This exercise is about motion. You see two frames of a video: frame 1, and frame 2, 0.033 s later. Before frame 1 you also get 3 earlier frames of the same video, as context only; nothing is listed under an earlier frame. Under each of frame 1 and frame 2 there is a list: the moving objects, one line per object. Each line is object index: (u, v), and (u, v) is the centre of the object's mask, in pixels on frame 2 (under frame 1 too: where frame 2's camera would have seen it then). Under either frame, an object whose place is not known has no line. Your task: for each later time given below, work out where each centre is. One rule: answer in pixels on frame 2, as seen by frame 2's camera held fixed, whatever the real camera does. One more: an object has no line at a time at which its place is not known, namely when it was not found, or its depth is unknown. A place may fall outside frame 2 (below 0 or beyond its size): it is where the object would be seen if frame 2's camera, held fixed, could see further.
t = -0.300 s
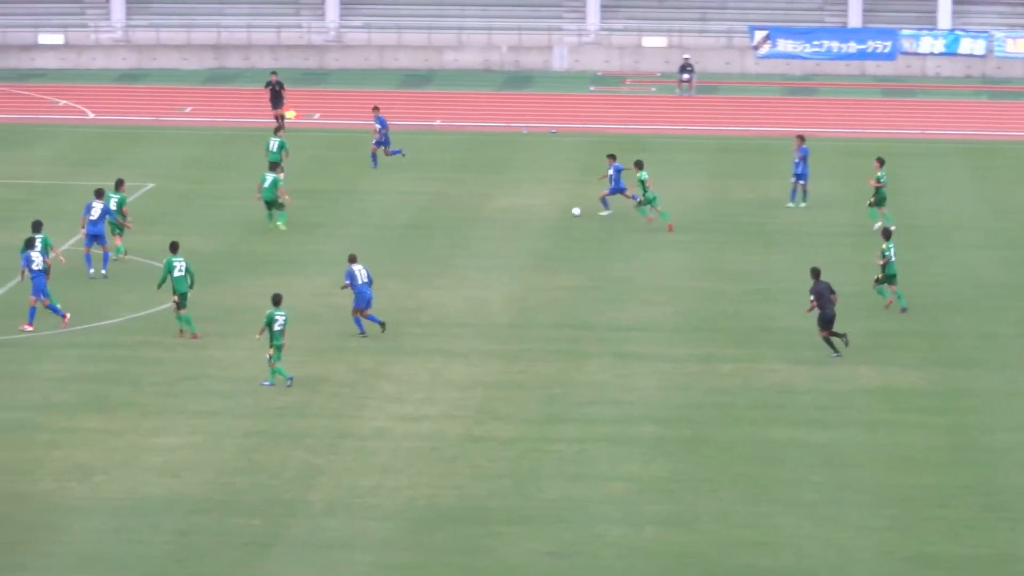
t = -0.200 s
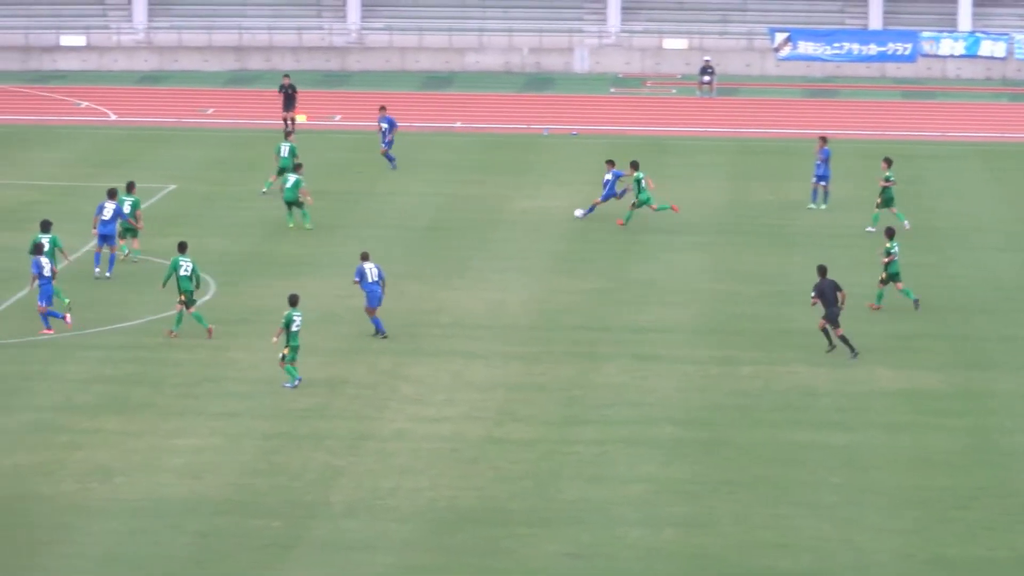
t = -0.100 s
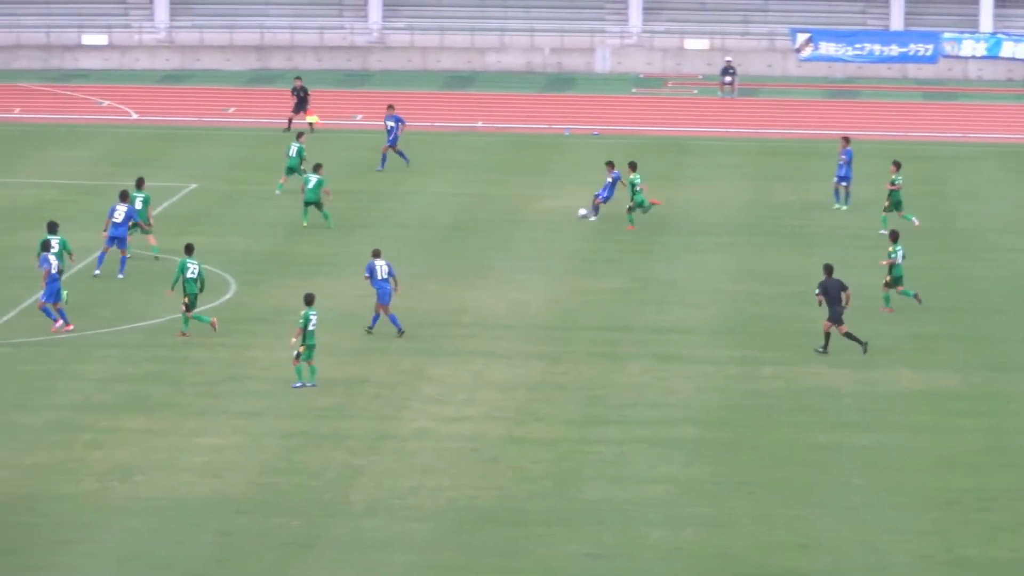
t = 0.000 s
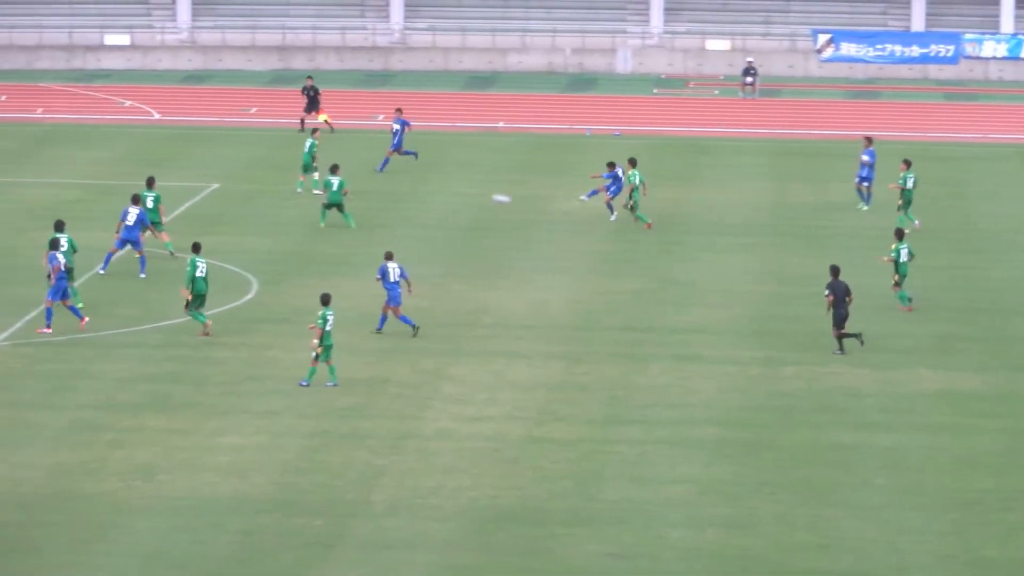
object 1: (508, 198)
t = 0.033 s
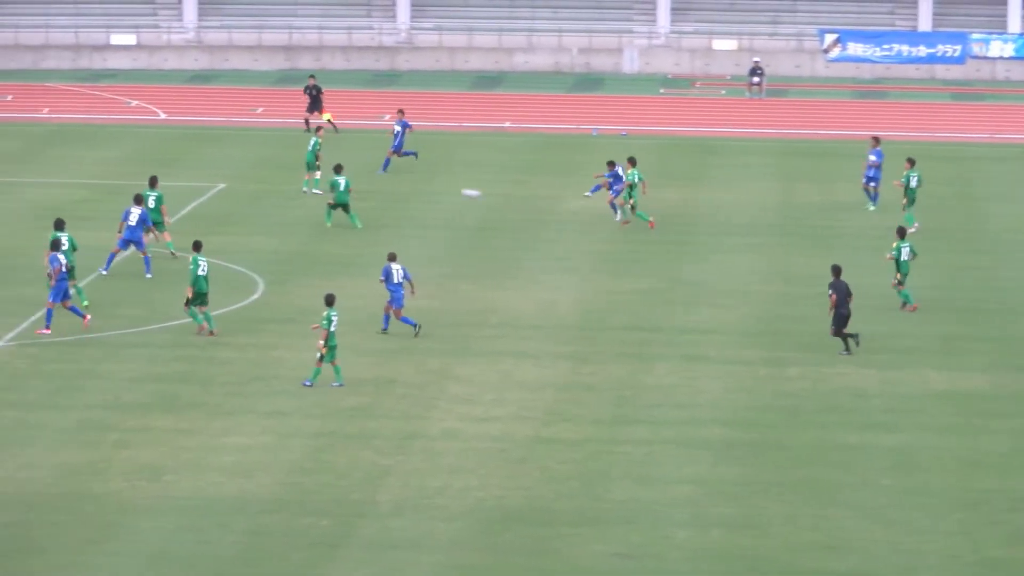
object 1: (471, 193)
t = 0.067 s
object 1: (434, 188)
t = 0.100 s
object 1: (397, 183)
